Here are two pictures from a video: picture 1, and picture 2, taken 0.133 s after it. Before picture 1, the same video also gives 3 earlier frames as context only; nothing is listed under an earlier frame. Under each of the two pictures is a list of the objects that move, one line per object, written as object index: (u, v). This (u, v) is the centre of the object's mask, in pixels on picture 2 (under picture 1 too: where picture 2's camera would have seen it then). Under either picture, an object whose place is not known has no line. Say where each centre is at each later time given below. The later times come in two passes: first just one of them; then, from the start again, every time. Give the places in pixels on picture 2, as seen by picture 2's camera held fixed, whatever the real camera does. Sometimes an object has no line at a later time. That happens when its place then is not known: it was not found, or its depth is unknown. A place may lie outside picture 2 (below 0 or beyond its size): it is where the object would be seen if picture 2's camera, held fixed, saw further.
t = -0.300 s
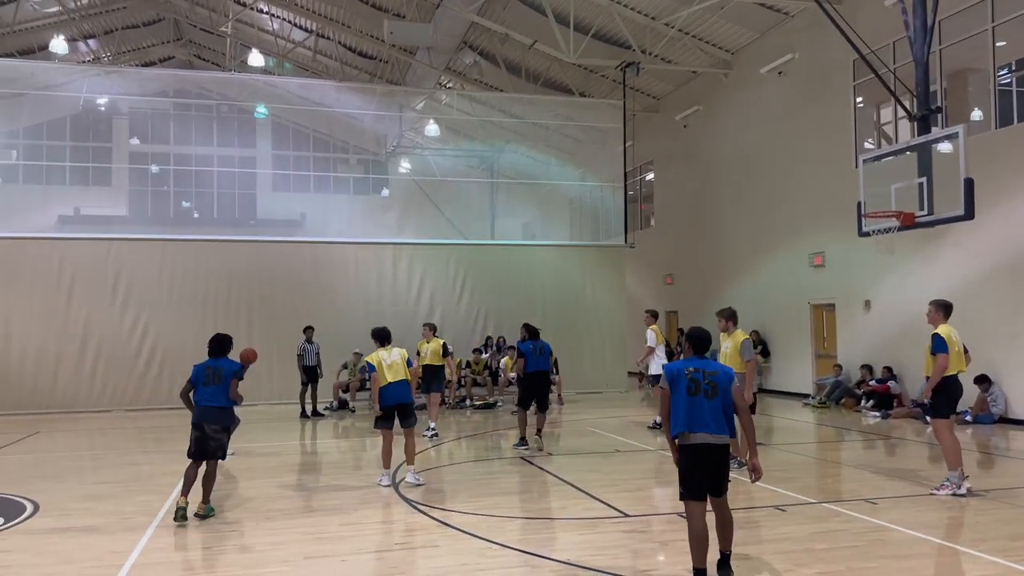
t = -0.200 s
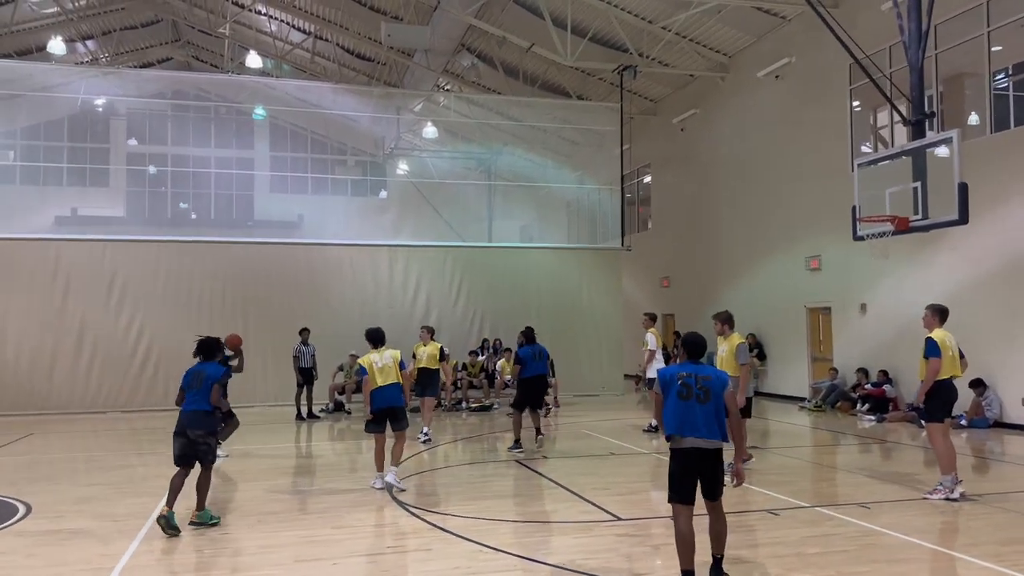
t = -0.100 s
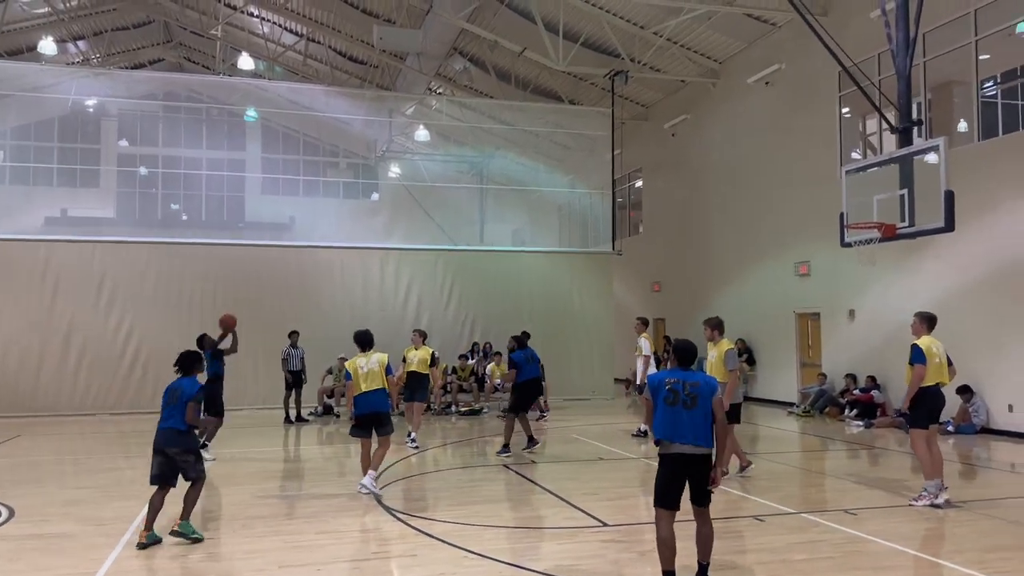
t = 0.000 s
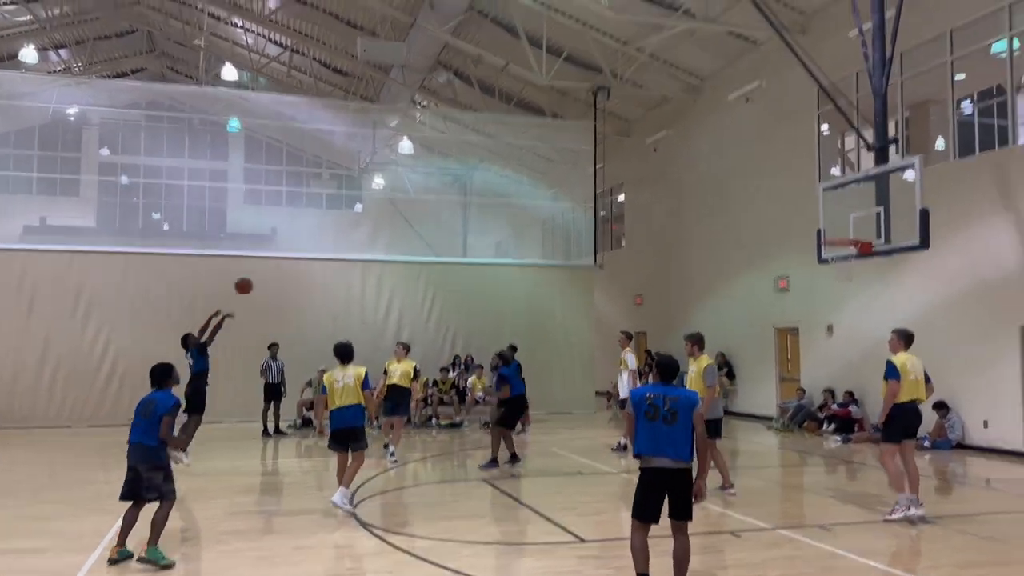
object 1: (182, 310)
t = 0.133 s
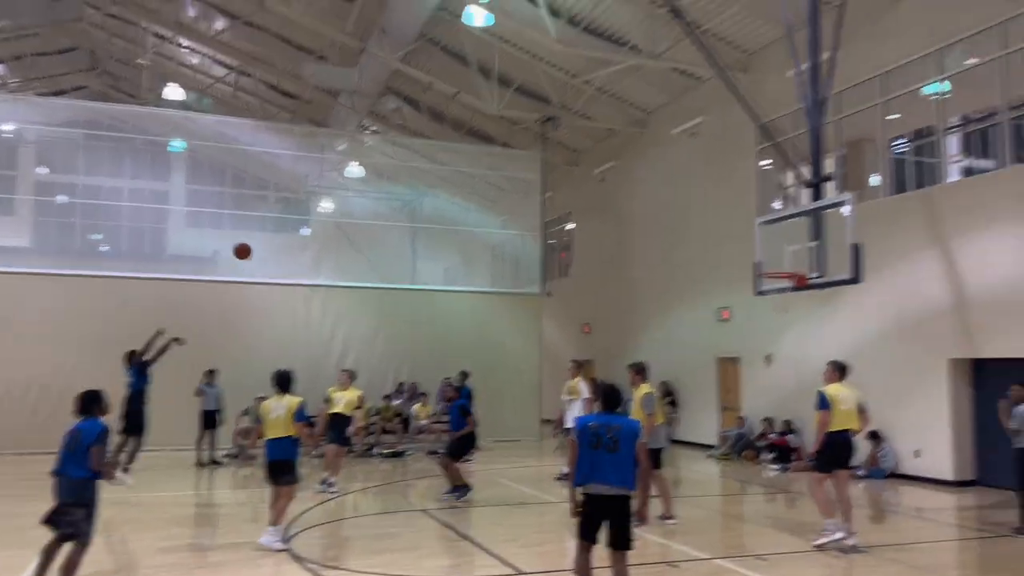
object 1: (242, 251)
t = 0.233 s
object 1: (286, 215)
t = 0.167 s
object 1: (256, 238)
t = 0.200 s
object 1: (272, 226)
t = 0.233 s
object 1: (286, 215)
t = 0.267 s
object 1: (300, 205)
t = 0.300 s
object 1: (315, 195)
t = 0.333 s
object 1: (329, 187)
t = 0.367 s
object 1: (343, 179)
